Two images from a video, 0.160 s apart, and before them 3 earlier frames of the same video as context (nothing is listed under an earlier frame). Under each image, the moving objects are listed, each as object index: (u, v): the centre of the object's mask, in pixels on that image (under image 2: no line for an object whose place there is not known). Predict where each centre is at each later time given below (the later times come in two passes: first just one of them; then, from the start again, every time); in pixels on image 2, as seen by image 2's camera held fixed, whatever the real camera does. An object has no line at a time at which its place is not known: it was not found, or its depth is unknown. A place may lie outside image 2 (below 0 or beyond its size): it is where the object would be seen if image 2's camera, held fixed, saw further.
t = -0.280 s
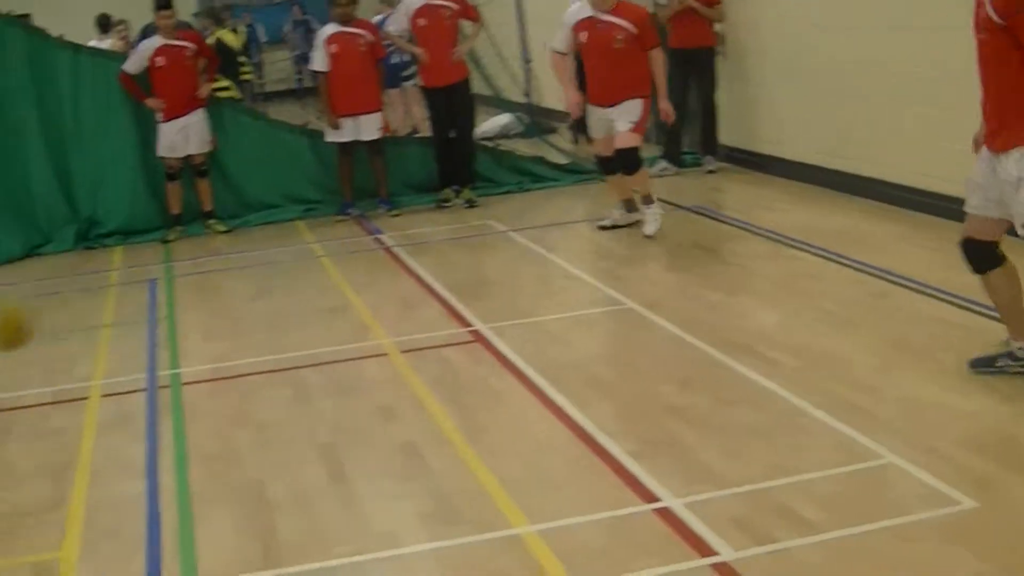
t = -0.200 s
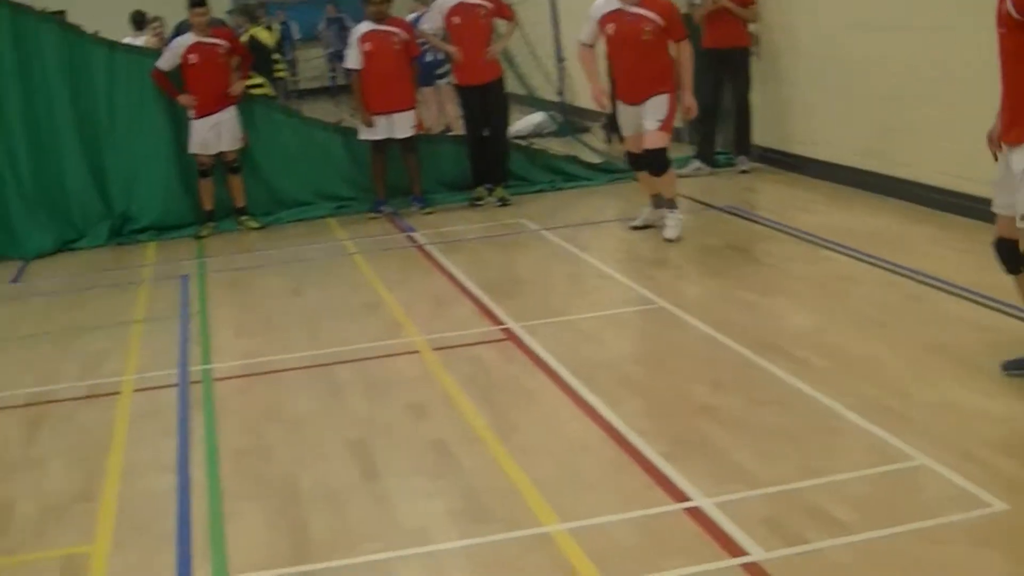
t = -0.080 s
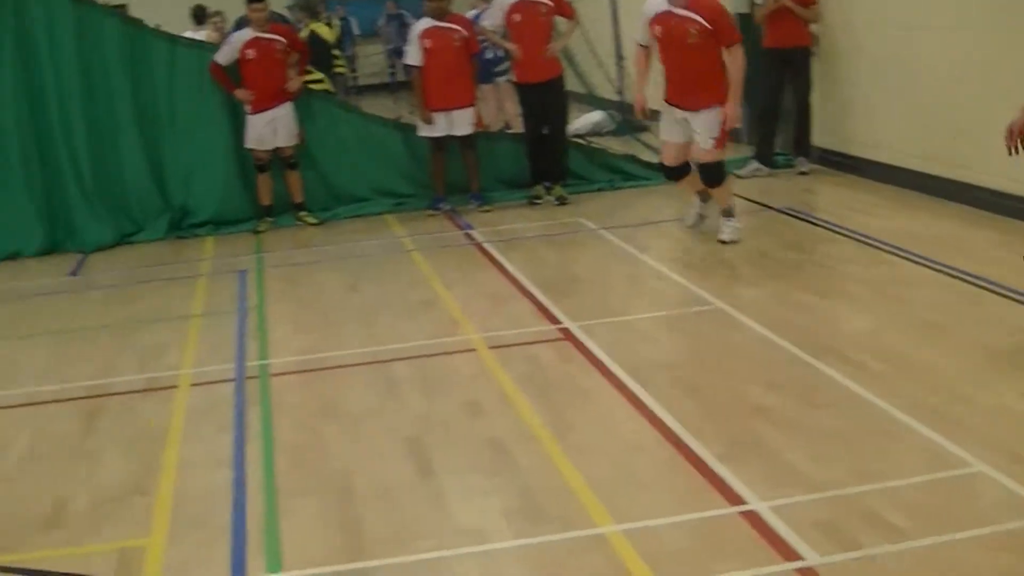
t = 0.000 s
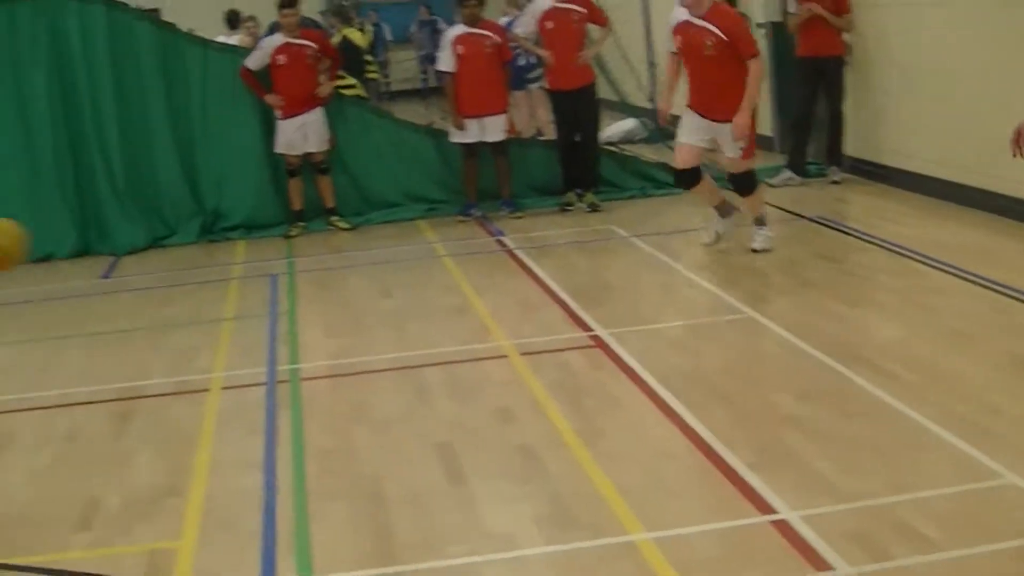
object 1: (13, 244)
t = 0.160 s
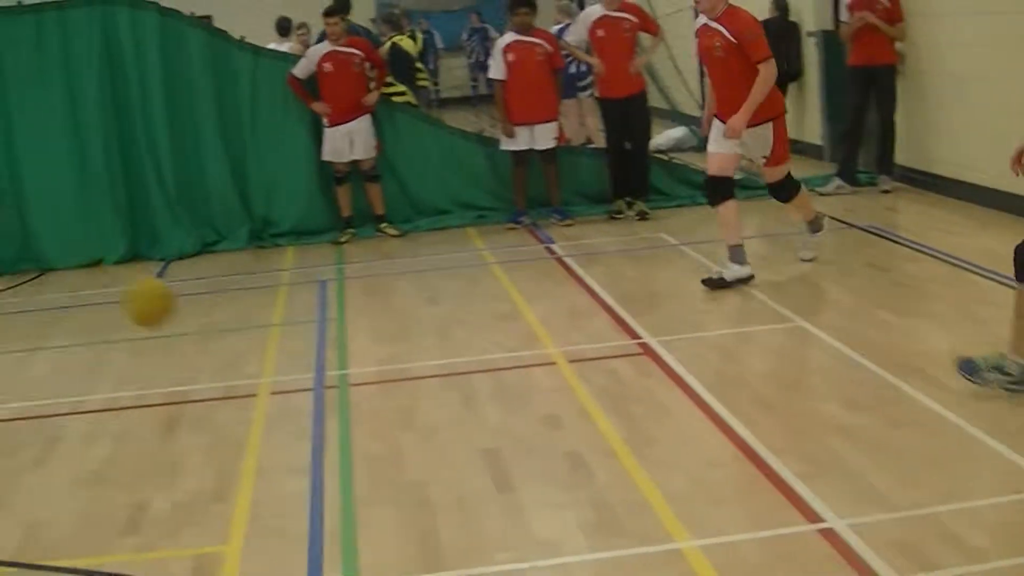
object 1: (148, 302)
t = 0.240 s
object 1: (199, 348)
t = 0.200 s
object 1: (172, 324)
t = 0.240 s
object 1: (199, 348)
